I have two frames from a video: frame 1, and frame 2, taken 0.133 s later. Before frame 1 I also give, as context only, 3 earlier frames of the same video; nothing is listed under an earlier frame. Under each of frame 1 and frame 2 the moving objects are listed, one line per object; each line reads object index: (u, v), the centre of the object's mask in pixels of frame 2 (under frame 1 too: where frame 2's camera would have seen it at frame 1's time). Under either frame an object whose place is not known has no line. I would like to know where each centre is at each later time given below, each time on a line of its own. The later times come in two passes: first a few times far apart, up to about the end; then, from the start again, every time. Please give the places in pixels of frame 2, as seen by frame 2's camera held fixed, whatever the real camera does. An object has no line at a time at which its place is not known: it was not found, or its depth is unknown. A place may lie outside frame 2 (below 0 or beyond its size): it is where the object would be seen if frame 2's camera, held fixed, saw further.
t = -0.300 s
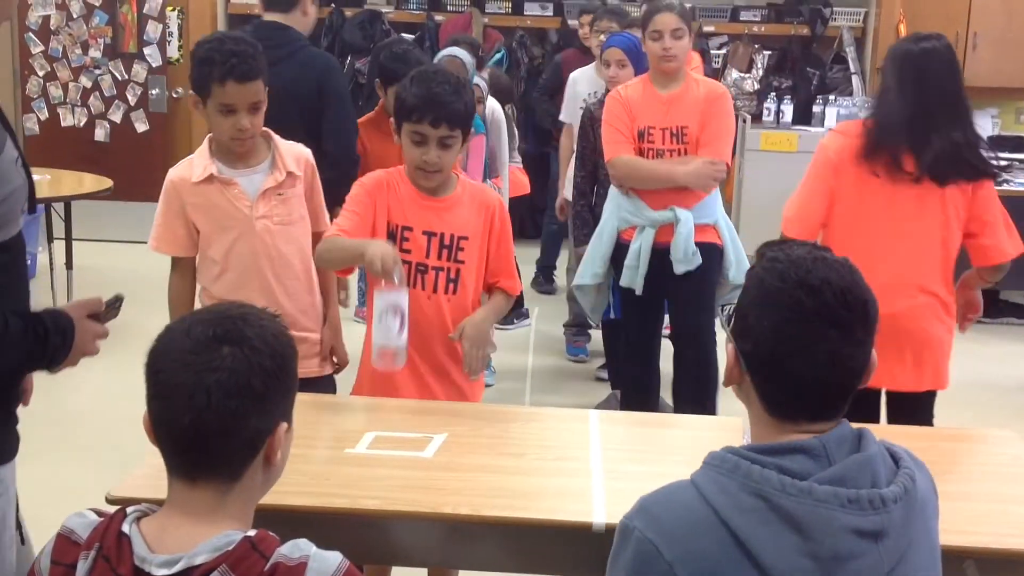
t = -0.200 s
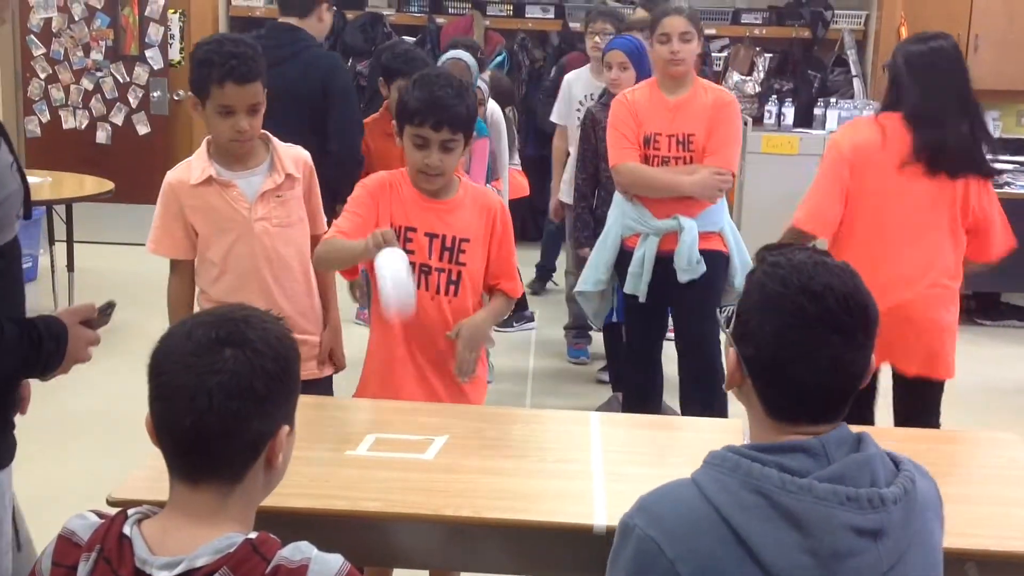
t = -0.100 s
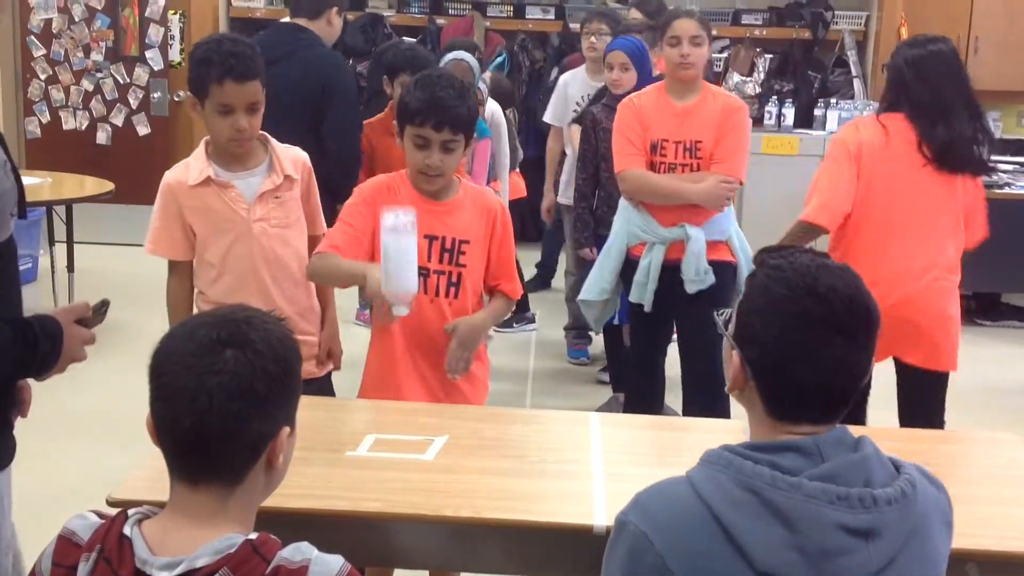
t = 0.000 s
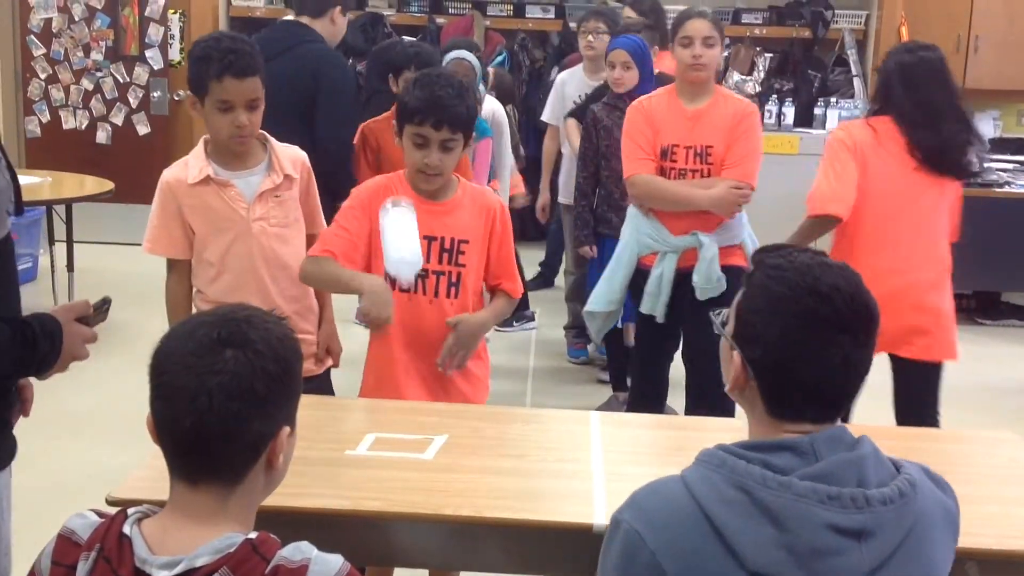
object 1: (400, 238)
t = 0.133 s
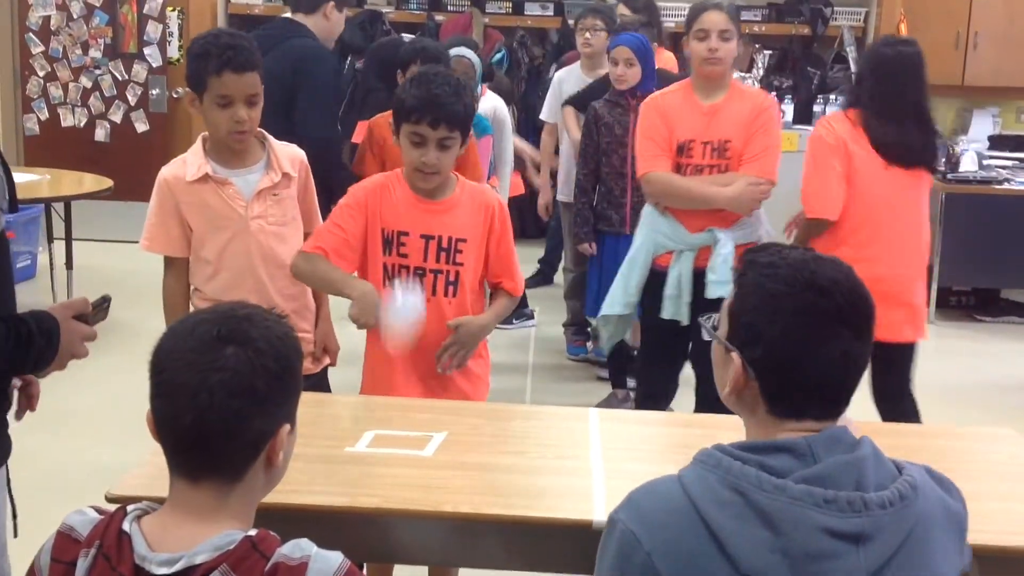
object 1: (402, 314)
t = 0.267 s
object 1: (402, 449)
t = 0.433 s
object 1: (402, 459)
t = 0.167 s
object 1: (403, 353)
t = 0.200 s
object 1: (403, 388)
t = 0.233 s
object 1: (403, 428)
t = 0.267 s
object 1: (402, 449)
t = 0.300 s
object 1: (401, 451)
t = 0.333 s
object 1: (402, 456)
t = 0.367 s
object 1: (402, 459)
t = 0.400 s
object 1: (402, 459)
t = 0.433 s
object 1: (402, 459)
